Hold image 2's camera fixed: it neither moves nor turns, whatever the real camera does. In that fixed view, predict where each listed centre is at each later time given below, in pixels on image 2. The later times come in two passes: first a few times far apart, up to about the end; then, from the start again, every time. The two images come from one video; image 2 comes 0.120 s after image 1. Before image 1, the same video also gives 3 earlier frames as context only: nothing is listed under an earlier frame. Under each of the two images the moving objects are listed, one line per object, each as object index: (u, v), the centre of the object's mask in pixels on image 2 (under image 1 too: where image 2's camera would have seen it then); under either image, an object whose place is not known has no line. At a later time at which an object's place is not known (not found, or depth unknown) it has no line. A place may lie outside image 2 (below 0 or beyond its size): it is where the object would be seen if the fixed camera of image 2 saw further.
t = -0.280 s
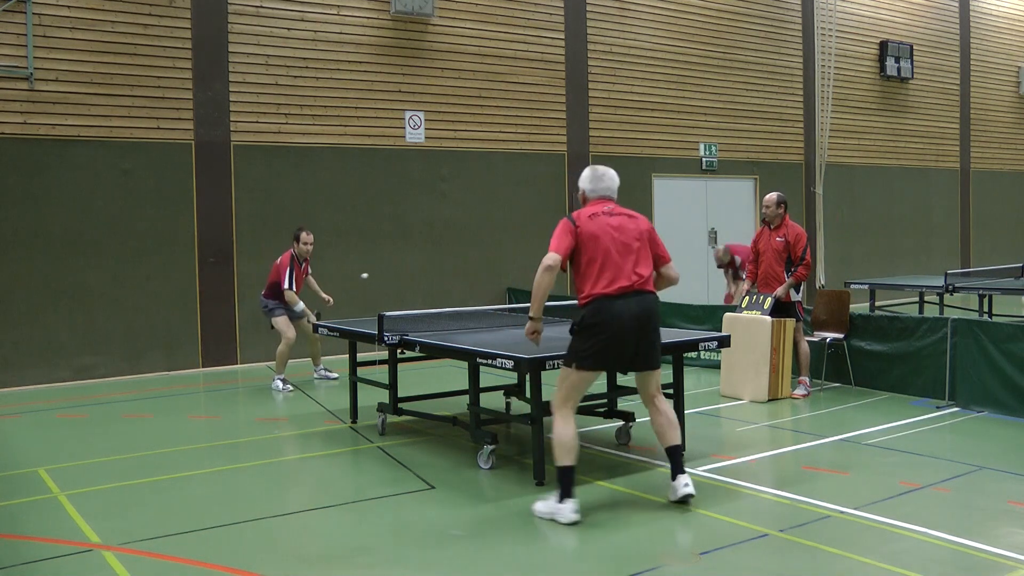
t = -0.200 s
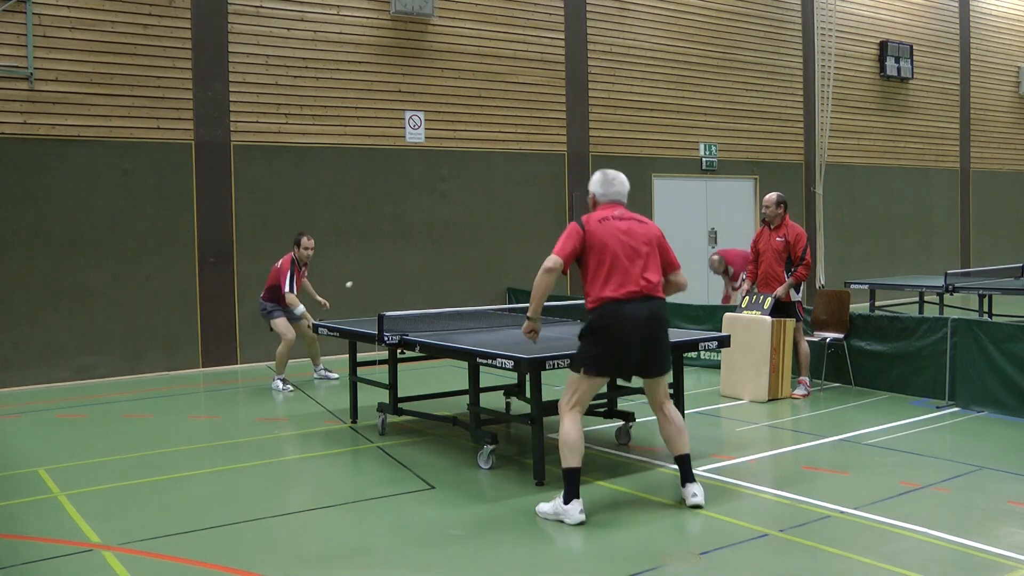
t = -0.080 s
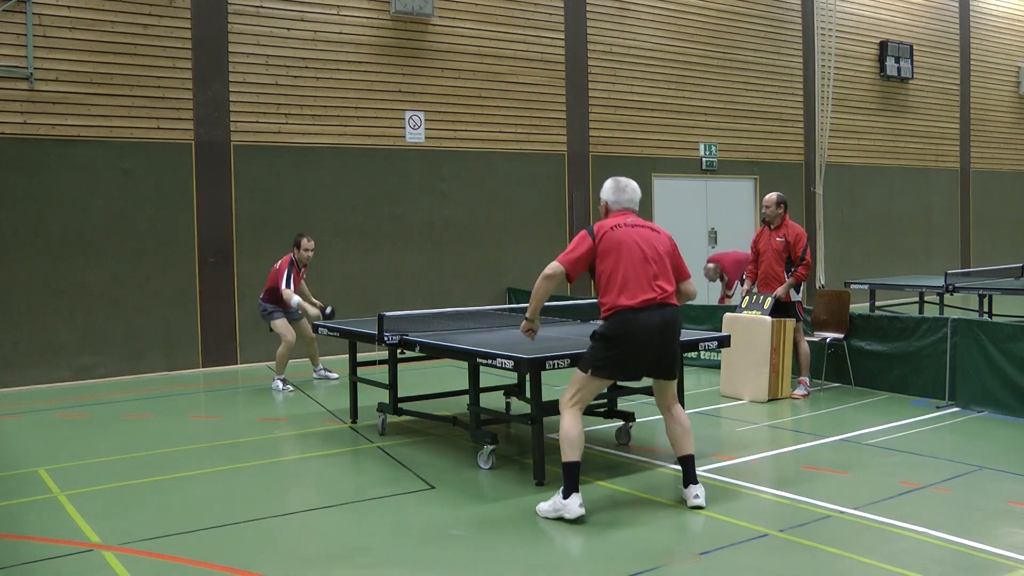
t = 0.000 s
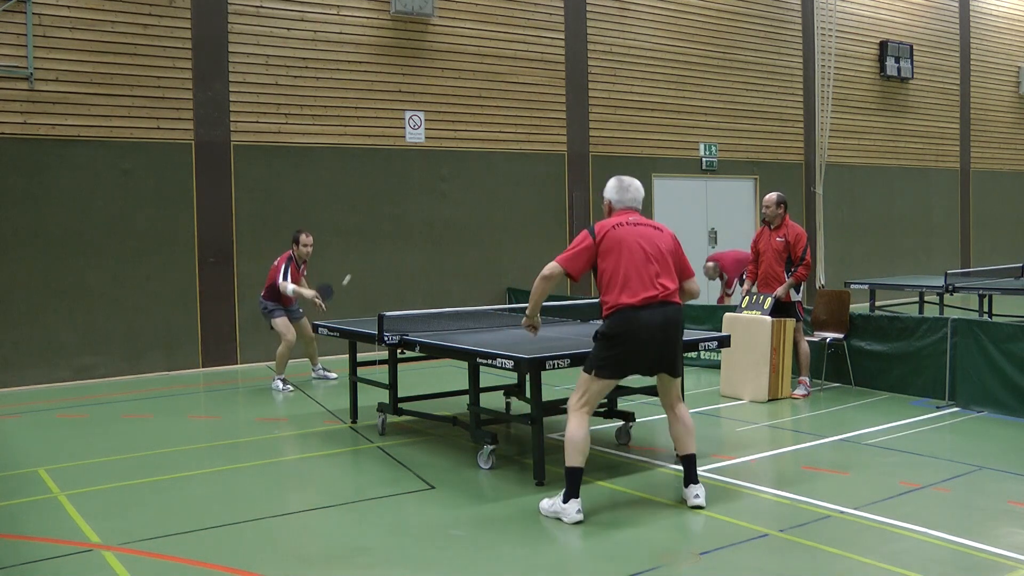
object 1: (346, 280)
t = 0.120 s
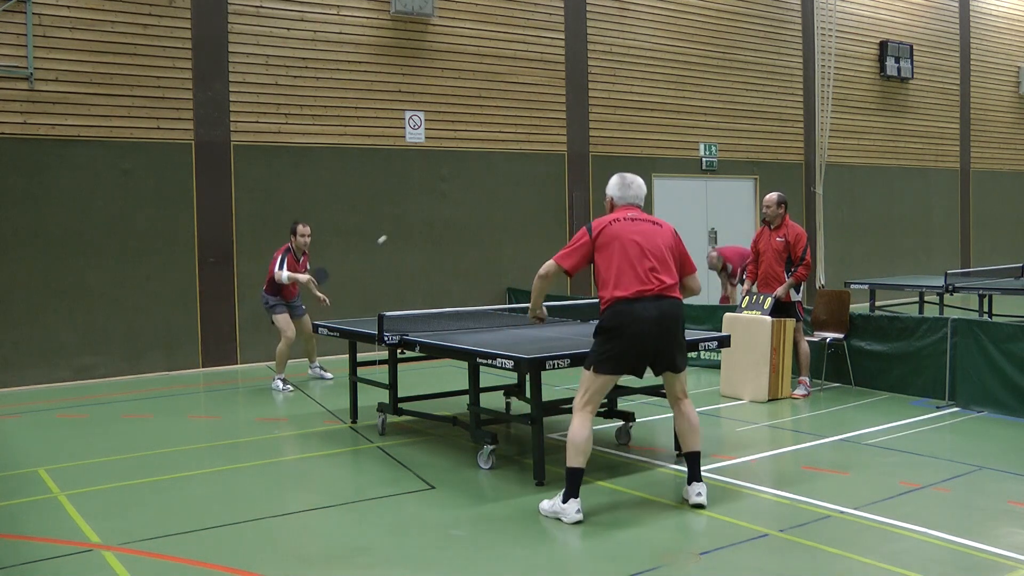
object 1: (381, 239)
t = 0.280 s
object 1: (432, 215)
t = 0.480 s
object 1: (502, 248)
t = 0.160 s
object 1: (394, 230)
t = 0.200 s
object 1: (407, 224)
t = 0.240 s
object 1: (420, 219)
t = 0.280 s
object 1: (432, 215)
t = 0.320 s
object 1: (445, 217)
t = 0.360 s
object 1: (459, 221)
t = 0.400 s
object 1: (473, 227)
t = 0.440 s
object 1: (488, 236)
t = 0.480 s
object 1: (502, 248)
